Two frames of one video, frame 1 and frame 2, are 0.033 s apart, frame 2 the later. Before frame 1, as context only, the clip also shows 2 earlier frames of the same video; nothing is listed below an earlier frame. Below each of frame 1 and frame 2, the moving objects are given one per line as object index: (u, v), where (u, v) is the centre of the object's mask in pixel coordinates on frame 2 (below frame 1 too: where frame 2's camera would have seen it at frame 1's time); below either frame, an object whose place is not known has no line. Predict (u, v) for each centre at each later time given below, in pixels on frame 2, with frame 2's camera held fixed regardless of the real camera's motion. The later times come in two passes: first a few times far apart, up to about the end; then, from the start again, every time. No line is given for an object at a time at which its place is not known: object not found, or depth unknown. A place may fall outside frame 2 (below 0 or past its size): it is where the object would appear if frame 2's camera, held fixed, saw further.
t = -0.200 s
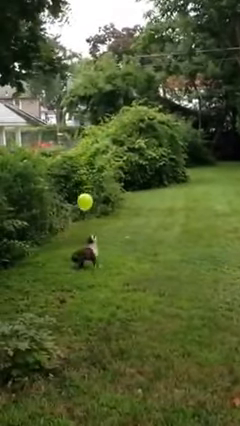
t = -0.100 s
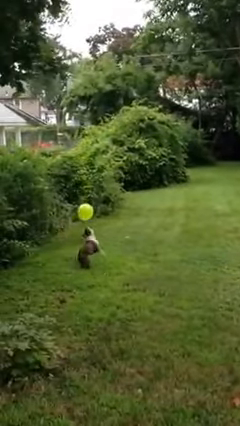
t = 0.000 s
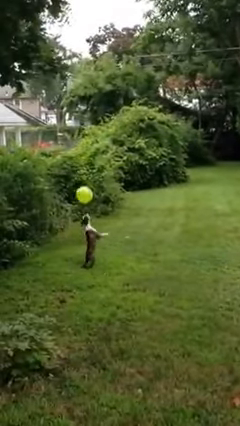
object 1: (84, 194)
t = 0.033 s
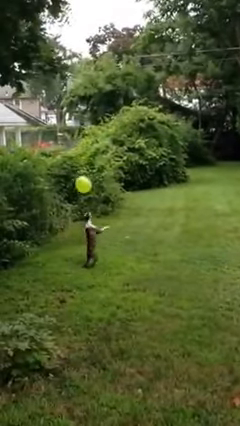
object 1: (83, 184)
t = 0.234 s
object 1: (84, 139)
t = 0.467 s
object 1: (88, 113)
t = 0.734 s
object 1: (89, 106)
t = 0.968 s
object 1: (89, 109)
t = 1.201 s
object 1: (87, 117)
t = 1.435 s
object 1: (85, 133)
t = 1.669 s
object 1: (81, 152)
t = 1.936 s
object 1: (80, 174)
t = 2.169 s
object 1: (79, 190)
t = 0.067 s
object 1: (82, 175)
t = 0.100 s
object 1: (82, 166)
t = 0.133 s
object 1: (83, 158)
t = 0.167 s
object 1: (83, 151)
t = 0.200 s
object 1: (83, 144)
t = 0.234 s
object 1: (84, 139)
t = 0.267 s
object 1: (86, 134)
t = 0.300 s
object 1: (86, 129)
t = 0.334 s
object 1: (87, 125)
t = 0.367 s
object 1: (87, 123)
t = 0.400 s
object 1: (88, 119)
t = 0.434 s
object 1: (88, 116)
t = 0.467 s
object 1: (88, 113)
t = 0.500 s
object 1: (88, 111)
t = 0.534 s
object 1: (89, 110)
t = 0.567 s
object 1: (89, 109)
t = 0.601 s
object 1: (89, 108)
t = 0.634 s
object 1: (89, 107)
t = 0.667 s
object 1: (89, 106)
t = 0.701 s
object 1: (89, 106)
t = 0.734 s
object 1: (89, 106)
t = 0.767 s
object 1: (89, 106)
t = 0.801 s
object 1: (89, 106)
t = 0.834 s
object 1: (89, 106)
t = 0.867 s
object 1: (89, 107)
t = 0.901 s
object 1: (89, 107)
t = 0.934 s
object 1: (89, 108)
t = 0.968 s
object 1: (89, 109)
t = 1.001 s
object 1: (89, 109)
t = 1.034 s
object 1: (88, 110)
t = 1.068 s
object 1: (88, 111)
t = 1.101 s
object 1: (88, 112)
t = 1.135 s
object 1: (88, 114)
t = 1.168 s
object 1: (87, 115)
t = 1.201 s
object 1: (87, 117)
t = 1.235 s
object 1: (87, 119)
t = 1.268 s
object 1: (87, 122)
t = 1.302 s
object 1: (87, 124)
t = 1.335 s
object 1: (86, 126)
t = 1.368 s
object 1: (86, 128)
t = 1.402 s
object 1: (85, 130)
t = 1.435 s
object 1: (85, 133)
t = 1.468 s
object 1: (84, 136)
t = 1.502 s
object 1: (84, 138)
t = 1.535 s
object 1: (83, 141)
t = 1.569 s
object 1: (83, 143)
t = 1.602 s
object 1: (83, 146)
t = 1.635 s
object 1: (82, 149)
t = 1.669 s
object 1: (81, 152)
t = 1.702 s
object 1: (81, 155)
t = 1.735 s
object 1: (81, 158)
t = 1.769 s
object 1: (81, 160)
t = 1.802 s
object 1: (80, 164)
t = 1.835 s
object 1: (80, 166)
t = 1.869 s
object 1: (80, 169)
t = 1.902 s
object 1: (80, 171)
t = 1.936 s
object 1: (80, 174)
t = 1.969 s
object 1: (80, 176)
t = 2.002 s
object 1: (79, 179)
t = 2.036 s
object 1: (79, 181)
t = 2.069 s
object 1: (79, 183)
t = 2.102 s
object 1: (79, 186)
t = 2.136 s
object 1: (79, 188)
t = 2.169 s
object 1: (79, 190)
